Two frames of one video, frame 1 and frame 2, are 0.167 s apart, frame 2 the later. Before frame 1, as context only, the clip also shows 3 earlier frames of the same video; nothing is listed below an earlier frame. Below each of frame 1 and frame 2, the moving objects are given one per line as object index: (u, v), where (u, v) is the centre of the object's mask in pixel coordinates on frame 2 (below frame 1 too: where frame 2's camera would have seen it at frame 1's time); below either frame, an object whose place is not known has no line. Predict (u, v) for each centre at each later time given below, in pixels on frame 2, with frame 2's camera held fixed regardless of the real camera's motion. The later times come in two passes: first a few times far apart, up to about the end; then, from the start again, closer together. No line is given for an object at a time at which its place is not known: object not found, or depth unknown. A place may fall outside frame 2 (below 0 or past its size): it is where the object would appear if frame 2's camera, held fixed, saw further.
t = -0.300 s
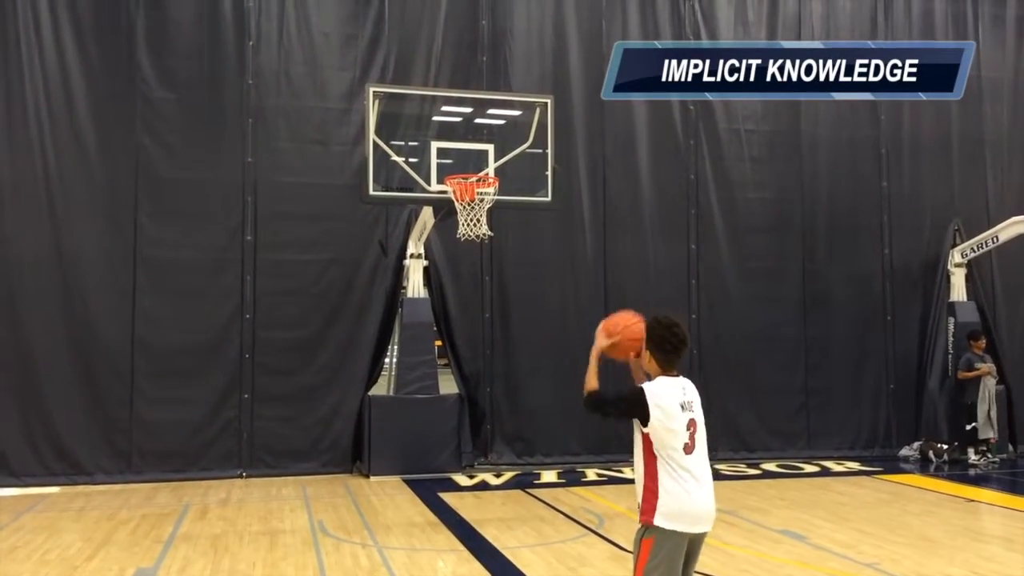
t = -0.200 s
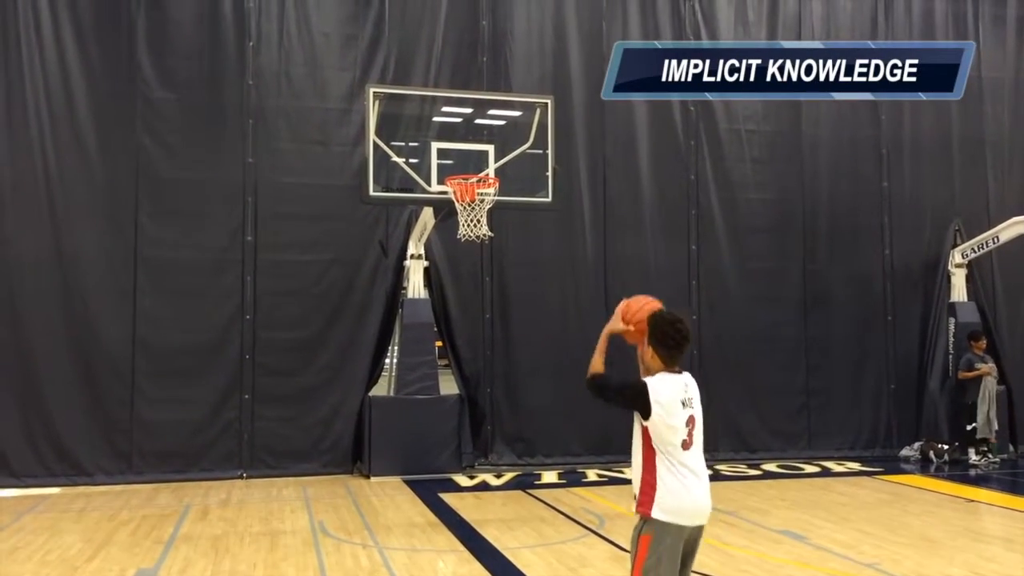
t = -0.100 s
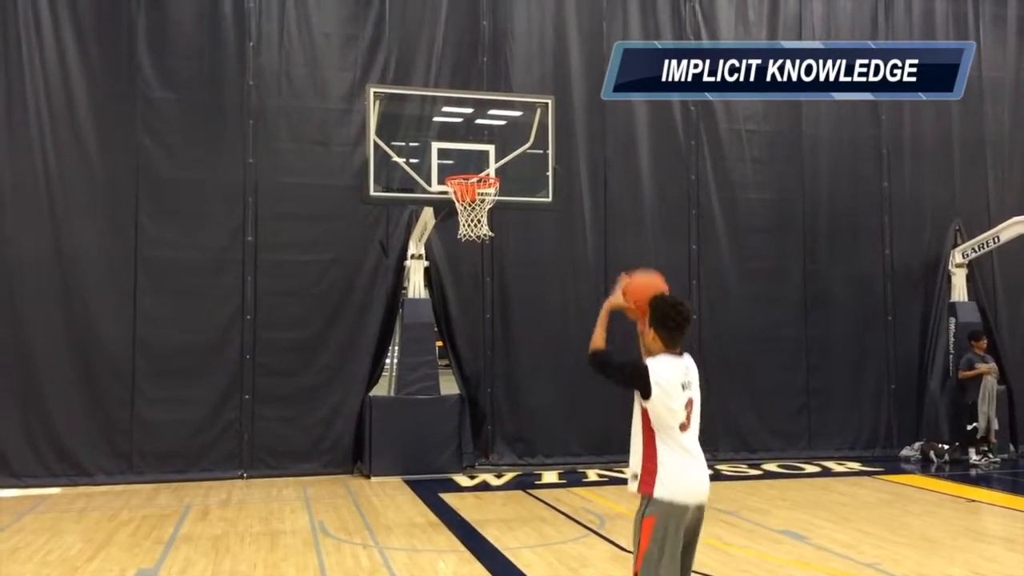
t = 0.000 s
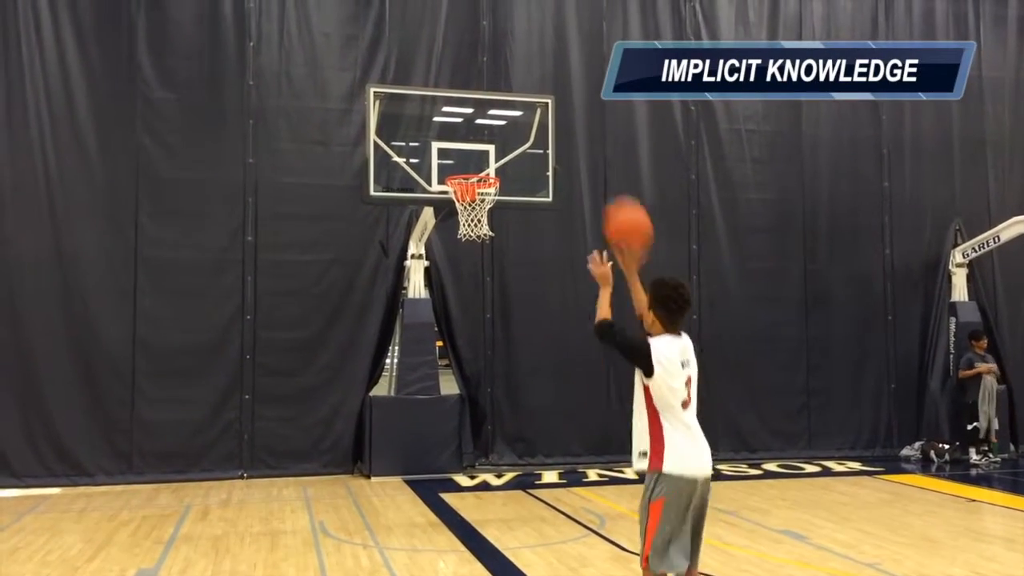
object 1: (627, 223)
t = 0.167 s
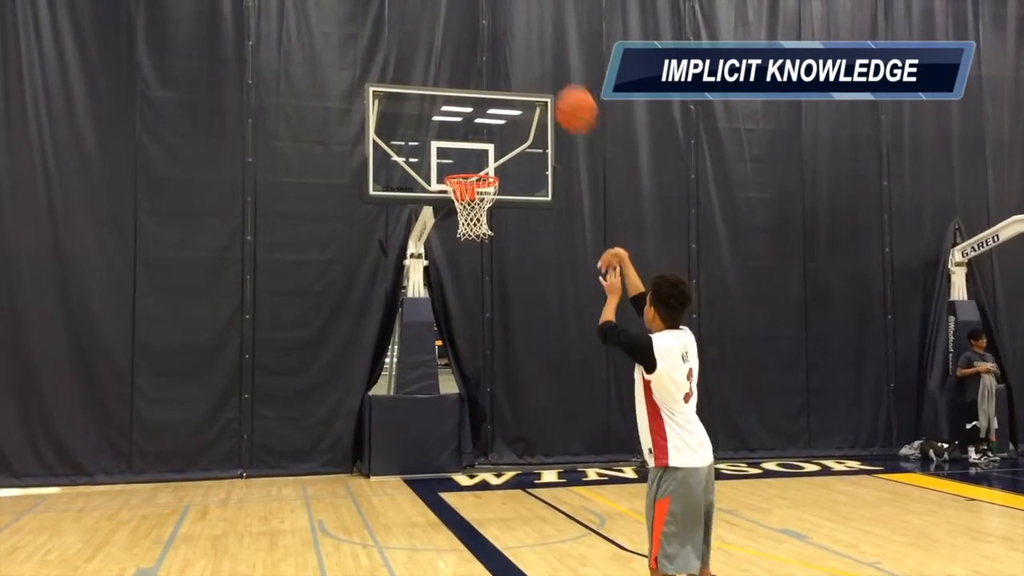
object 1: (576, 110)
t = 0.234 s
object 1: (558, 82)
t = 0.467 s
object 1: (512, 53)
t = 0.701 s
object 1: (476, 94)
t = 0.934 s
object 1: (441, 168)
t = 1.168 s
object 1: (350, 197)
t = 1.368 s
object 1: (260, 280)
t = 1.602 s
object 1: (138, 464)
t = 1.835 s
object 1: (32, 457)
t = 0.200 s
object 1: (567, 95)
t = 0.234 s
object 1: (558, 82)
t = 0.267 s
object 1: (551, 73)
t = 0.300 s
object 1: (544, 65)
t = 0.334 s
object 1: (536, 59)
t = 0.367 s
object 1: (529, 55)
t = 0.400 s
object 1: (524, 53)
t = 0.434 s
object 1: (516, 52)
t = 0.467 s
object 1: (512, 53)
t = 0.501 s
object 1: (505, 55)
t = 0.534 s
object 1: (501, 59)
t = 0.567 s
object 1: (495, 64)
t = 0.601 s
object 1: (489, 69)
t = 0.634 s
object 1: (484, 76)
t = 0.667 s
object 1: (479, 85)
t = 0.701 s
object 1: (476, 94)
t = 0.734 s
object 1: (472, 105)
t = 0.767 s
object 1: (467, 116)
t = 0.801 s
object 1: (463, 128)
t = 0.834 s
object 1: (459, 140)
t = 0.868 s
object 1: (455, 156)
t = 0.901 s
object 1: (452, 168)
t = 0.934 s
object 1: (441, 168)
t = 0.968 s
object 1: (429, 168)
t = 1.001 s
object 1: (415, 170)
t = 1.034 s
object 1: (402, 173)
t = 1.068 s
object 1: (391, 176)
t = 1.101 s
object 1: (376, 182)
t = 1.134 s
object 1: (363, 188)
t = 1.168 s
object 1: (350, 197)
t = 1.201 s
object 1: (336, 206)
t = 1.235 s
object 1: (321, 217)
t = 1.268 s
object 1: (306, 230)
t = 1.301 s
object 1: (291, 245)
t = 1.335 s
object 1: (276, 261)
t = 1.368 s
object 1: (260, 280)
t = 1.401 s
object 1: (243, 299)
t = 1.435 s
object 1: (227, 322)
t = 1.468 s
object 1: (211, 346)
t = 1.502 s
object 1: (193, 374)
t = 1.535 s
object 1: (175, 402)
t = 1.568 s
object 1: (157, 433)
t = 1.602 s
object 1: (138, 464)
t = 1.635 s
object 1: (119, 502)
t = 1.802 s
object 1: (44, 478)
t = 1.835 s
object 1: (32, 457)
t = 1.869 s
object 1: (21, 435)
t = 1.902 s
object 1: (14, 416)
